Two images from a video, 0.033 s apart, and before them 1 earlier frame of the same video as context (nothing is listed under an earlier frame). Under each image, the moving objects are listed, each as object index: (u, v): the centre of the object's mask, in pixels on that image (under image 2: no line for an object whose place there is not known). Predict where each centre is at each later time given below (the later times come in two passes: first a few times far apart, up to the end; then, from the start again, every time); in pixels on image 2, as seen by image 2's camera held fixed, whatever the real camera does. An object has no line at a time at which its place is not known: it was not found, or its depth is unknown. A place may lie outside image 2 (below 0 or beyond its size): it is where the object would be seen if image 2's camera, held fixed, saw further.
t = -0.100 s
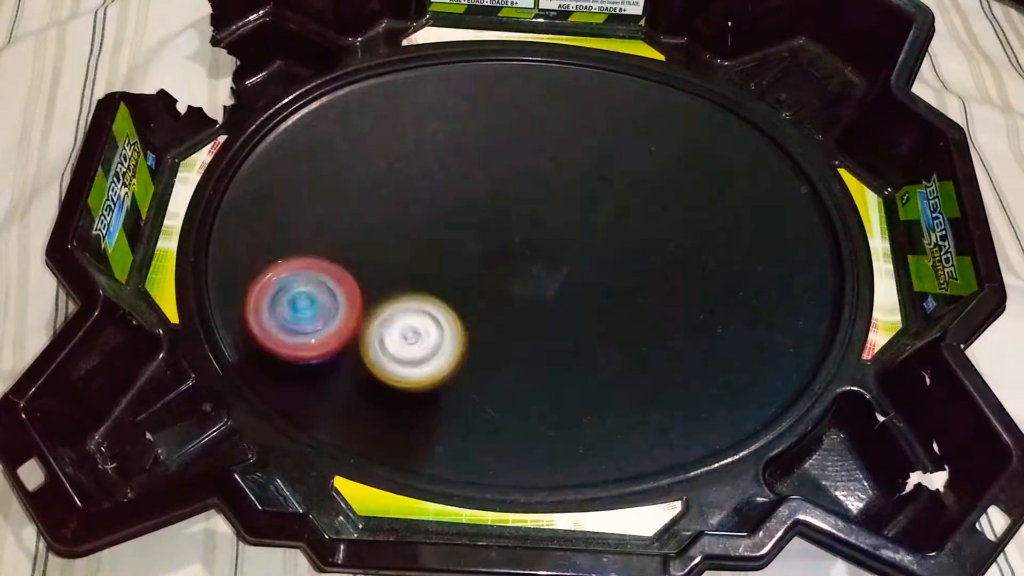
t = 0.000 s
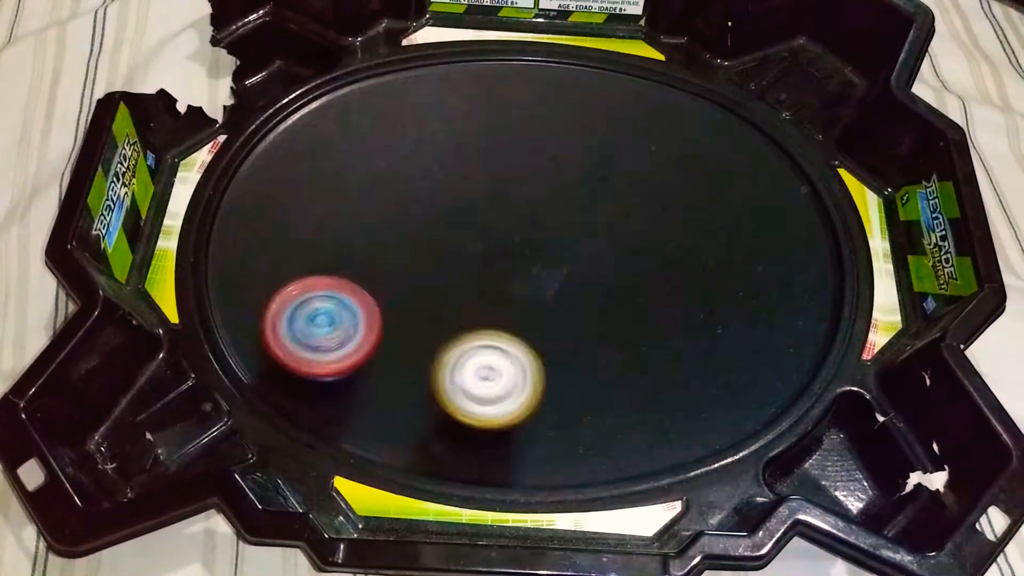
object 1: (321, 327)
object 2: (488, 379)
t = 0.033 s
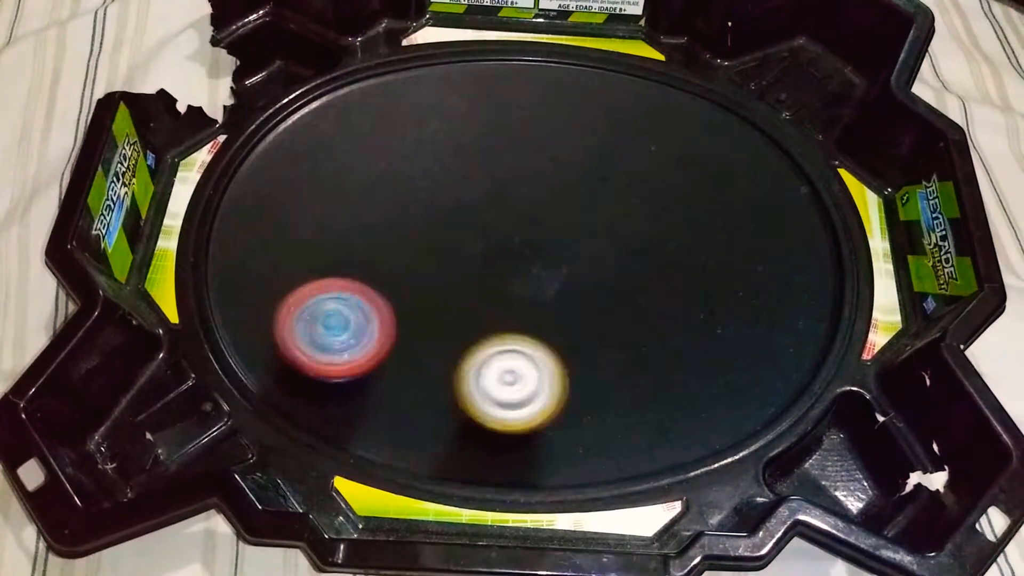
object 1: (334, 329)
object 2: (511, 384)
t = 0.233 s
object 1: (425, 311)
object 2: (620, 352)
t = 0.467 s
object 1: (490, 250)
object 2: (619, 255)
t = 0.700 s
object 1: (444, 189)
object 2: (553, 222)
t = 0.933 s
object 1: (393, 204)
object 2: (503, 217)
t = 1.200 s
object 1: (383, 270)
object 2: (487, 232)
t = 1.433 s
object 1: (417, 320)
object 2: (482, 243)
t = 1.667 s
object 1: (461, 341)
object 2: (490, 240)
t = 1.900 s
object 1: (495, 315)
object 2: (485, 226)
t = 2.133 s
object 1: (497, 317)
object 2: (458, 206)
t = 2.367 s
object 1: (486, 303)
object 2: (423, 207)
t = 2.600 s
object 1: (486, 306)
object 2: (402, 217)
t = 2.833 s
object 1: (494, 300)
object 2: (411, 237)
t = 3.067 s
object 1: (516, 292)
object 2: (434, 236)
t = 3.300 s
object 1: (542, 294)
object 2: (455, 220)
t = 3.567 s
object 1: (555, 299)
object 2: (463, 201)
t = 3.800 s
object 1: (572, 309)
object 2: (446, 199)
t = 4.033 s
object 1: (539, 291)
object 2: (454, 233)
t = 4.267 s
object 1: (515, 313)
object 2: (452, 229)
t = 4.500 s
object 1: (497, 323)
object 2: (453, 230)
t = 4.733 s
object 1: (488, 319)
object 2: (461, 230)
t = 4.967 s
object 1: (472, 321)
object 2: (472, 209)
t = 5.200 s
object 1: (458, 299)
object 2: (476, 203)
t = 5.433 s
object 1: (423, 284)
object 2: (502, 200)
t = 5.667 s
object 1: (411, 272)
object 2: (523, 216)
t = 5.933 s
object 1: (436, 251)
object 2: (553, 260)
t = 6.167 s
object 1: (470, 230)
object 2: (565, 299)
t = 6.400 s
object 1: (494, 221)
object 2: (562, 312)
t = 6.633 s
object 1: (512, 216)
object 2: (528, 312)
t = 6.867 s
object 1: (496, 203)
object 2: (468, 303)
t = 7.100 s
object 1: (481, 212)
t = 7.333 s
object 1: (472, 230)
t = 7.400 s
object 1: (474, 242)
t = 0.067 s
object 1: (348, 331)
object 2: (533, 384)
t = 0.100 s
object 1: (361, 330)
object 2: (554, 383)
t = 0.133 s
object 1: (379, 328)
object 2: (573, 378)
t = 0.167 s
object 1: (394, 325)
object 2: (591, 372)
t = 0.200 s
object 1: (408, 319)
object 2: (606, 363)
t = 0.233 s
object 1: (425, 311)
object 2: (620, 352)
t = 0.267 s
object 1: (438, 304)
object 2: (629, 339)
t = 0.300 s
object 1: (449, 293)
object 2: (636, 326)
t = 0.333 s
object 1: (461, 284)
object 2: (640, 311)
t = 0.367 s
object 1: (471, 275)
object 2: (639, 297)
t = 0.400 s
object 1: (478, 265)
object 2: (636, 282)
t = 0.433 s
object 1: (486, 257)
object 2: (629, 268)
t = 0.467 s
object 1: (490, 250)
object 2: (619, 255)
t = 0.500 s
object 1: (489, 242)
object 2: (607, 242)
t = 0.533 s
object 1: (489, 232)
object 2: (593, 233)
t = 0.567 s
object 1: (478, 220)
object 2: (591, 227)
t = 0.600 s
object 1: (468, 209)
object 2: (585, 224)
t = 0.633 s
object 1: (459, 200)
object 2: (576, 223)
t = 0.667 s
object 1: (451, 193)
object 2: (564, 222)
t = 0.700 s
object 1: (444, 189)
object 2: (553, 222)
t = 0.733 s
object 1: (434, 186)
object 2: (542, 221)
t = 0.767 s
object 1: (426, 185)
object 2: (534, 220)
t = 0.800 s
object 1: (418, 186)
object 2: (527, 219)
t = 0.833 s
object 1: (410, 189)
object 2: (521, 218)
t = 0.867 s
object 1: (402, 192)
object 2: (515, 218)
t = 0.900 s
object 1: (397, 197)
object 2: (509, 217)
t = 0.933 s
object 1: (393, 204)
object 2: (503, 217)
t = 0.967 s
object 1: (390, 211)
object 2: (497, 217)
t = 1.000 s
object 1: (387, 218)
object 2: (495, 220)
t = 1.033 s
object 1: (385, 226)
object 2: (494, 223)
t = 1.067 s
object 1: (383, 236)
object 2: (492, 225)
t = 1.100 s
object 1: (384, 245)
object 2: (488, 227)
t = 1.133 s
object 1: (383, 253)
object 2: (488, 229)
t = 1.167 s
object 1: (383, 262)
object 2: (488, 231)
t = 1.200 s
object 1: (383, 270)
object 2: (487, 232)
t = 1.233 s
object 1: (385, 278)
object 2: (484, 234)
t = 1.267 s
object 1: (390, 285)
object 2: (481, 236)
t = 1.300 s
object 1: (397, 293)
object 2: (478, 237)
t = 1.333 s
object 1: (399, 302)
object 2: (481, 238)
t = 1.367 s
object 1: (403, 309)
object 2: (482, 240)
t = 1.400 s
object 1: (409, 315)
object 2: (483, 241)
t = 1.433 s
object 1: (417, 320)
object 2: (482, 243)
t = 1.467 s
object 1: (426, 323)
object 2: (481, 245)
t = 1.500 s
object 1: (432, 327)
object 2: (482, 246)
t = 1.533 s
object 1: (436, 333)
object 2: (487, 244)
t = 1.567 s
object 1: (440, 338)
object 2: (488, 243)
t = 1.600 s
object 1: (446, 341)
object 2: (489, 241)
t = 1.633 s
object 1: (453, 342)
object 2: (490, 241)
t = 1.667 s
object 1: (461, 341)
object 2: (490, 240)
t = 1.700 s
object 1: (469, 340)
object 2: (490, 239)
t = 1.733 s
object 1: (475, 336)
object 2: (489, 238)
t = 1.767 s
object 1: (481, 332)
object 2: (489, 239)
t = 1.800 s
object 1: (485, 327)
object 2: (487, 237)
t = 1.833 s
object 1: (489, 324)
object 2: (487, 233)
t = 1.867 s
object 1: (492, 319)
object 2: (486, 229)
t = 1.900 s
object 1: (495, 315)
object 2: (485, 226)
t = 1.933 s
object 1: (495, 312)
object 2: (482, 224)
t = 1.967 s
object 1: (495, 316)
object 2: (480, 215)
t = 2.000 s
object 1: (496, 319)
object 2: (476, 211)
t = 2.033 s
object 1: (497, 320)
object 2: (472, 208)
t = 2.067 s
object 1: (497, 320)
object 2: (467, 207)
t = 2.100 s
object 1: (497, 319)
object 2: (462, 206)
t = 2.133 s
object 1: (497, 317)
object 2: (458, 206)
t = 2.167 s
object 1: (497, 315)
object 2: (452, 207)
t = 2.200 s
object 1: (495, 311)
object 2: (447, 209)
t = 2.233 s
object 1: (493, 306)
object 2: (442, 211)
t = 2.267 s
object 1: (490, 301)
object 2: (437, 215)
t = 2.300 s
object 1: (487, 297)
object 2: (434, 220)
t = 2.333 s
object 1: (486, 300)
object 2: (428, 213)
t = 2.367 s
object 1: (486, 303)
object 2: (423, 207)
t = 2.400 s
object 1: (486, 306)
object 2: (419, 204)
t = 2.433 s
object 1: (486, 307)
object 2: (415, 203)
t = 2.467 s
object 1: (486, 308)
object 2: (412, 204)
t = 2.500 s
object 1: (486, 309)
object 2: (408, 207)
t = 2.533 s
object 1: (487, 309)
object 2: (406, 209)
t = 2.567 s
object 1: (486, 308)
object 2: (404, 213)
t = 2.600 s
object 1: (486, 306)
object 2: (402, 217)
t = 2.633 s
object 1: (486, 304)
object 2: (402, 222)
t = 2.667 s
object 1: (485, 301)
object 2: (403, 228)
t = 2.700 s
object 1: (483, 298)
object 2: (405, 233)
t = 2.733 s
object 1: (483, 298)
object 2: (406, 236)
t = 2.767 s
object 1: (487, 300)
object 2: (407, 236)
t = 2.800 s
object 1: (491, 300)
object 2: (408, 236)
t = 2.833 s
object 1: (494, 300)
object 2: (411, 237)
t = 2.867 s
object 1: (498, 299)
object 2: (414, 238)
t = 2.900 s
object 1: (500, 297)
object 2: (418, 240)
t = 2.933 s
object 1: (504, 297)
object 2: (420, 238)
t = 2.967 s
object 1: (508, 297)
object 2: (423, 237)
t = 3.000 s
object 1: (511, 296)
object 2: (427, 237)
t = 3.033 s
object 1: (514, 294)
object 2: (430, 236)
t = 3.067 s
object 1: (516, 292)
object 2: (434, 236)
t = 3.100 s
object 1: (519, 294)
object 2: (437, 232)
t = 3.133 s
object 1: (525, 295)
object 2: (441, 229)
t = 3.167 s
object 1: (529, 296)
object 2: (444, 227)
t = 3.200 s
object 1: (533, 296)
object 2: (447, 225)
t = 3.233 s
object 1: (537, 296)
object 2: (450, 222)
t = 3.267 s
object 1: (540, 295)
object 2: (453, 221)
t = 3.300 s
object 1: (542, 294)
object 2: (455, 220)
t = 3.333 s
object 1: (544, 293)
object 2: (457, 219)
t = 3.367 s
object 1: (544, 291)
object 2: (460, 219)
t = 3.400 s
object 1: (544, 289)
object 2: (463, 219)
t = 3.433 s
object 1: (544, 285)
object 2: (466, 220)
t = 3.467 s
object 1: (542, 283)
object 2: (468, 221)
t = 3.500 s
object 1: (545, 289)
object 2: (466, 214)
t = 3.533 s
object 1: (551, 295)
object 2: (464, 207)
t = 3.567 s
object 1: (555, 299)
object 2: (463, 201)
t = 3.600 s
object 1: (559, 303)
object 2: (460, 198)
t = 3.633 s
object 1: (563, 306)
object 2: (457, 196)
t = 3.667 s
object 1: (567, 308)
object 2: (455, 194)
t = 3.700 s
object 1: (569, 309)
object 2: (452, 193)
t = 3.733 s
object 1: (571, 310)
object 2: (450, 194)
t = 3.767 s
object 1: (572, 310)
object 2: (448, 196)
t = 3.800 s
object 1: (572, 309)
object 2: (446, 199)
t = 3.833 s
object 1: (570, 307)
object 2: (444, 202)
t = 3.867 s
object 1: (568, 305)
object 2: (444, 206)
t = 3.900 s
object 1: (565, 303)
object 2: (445, 211)
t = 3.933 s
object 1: (560, 301)
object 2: (446, 216)
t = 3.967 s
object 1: (554, 297)
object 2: (448, 221)
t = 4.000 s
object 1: (547, 294)
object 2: (451, 227)
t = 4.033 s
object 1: (539, 291)
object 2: (454, 233)
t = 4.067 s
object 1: (533, 293)
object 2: (455, 233)
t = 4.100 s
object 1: (530, 297)
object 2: (454, 231)
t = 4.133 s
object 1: (527, 301)
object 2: (454, 229)
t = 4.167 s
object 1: (524, 305)
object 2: (453, 228)
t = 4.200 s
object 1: (521, 308)
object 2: (453, 228)
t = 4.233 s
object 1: (518, 311)
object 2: (452, 228)
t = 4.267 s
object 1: (515, 313)
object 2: (452, 229)
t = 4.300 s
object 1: (511, 314)
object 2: (451, 230)
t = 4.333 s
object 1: (508, 314)
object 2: (451, 232)
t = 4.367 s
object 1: (506, 314)
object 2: (451, 234)
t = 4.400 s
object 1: (502, 316)
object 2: (452, 234)
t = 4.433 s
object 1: (500, 319)
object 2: (452, 231)
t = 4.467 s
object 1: (499, 322)
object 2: (453, 230)
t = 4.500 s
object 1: (497, 323)
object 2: (453, 230)
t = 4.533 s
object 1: (496, 324)
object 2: (454, 230)
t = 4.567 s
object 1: (495, 324)
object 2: (455, 231)
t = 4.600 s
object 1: (494, 323)
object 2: (456, 232)
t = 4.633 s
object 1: (492, 322)
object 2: (457, 233)
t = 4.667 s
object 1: (491, 319)
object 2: (458, 234)
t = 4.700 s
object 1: (489, 320)
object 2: (460, 231)
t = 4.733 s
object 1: (488, 319)
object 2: (461, 230)
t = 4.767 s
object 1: (486, 318)
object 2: (463, 229)
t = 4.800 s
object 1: (484, 317)
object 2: (464, 228)
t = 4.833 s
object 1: (482, 316)
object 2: (465, 227)
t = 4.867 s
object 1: (479, 318)
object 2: (468, 221)
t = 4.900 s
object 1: (476, 320)
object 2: (470, 216)
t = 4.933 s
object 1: (473, 321)
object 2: (471, 212)
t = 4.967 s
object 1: (472, 321)
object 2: (472, 209)
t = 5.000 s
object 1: (470, 320)
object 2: (473, 206)
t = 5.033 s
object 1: (468, 319)
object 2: (474, 204)
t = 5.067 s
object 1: (468, 316)
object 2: (474, 202)
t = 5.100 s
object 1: (464, 313)
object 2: (475, 201)
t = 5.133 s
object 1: (462, 310)
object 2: (475, 201)
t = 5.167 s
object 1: (460, 305)
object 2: (476, 202)
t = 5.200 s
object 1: (458, 299)
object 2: (476, 203)
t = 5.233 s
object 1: (455, 294)
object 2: (477, 204)
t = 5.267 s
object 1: (451, 289)
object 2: (479, 205)
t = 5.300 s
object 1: (443, 287)
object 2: (485, 202)
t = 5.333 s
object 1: (437, 287)
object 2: (490, 200)
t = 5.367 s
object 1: (432, 286)
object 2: (494, 200)
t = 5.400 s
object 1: (427, 285)
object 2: (498, 200)
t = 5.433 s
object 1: (423, 284)
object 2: (502, 200)
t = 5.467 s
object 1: (419, 282)
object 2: (505, 201)
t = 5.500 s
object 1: (416, 280)
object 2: (508, 202)
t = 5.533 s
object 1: (412, 279)
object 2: (511, 204)
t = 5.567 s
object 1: (412, 277)
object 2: (514, 206)
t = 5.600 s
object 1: (411, 275)
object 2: (516, 209)
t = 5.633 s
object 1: (410, 274)
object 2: (520, 212)
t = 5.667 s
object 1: (411, 272)
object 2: (523, 216)
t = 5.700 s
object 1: (412, 270)
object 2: (527, 221)
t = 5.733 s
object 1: (414, 268)
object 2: (533, 225)
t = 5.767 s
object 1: (416, 265)
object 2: (538, 230)
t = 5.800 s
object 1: (419, 263)
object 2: (543, 235)
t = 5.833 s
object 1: (423, 260)
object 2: (547, 240)
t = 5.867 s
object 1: (428, 257)
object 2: (550, 246)
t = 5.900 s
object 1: (431, 254)
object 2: (552, 253)
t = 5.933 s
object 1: (436, 251)
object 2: (553, 260)
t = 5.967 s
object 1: (440, 247)
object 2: (554, 268)
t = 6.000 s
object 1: (445, 244)
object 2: (556, 274)
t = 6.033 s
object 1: (450, 241)
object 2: (558, 279)
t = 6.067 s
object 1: (455, 238)
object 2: (560, 285)
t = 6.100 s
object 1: (460, 234)
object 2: (561, 290)
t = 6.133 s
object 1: (465, 232)
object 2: (563, 294)
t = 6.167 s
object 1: (470, 230)
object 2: (565, 299)
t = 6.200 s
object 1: (474, 228)
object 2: (566, 302)
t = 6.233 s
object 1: (478, 227)
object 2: (566, 305)
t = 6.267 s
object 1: (481, 226)
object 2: (566, 308)
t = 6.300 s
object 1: (485, 224)
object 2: (566, 310)
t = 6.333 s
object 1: (487, 223)
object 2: (565, 311)
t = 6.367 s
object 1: (491, 222)
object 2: (564, 312)
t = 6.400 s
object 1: (494, 221)
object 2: (562, 312)
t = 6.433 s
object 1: (498, 221)
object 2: (560, 312)
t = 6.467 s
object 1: (501, 220)
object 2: (557, 312)
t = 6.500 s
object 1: (504, 220)
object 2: (553, 311)
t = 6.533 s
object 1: (506, 220)
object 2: (548, 310)
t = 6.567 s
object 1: (509, 221)
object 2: (543, 309)
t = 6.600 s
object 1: (511, 219)
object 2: (536, 310)
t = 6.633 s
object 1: (512, 216)
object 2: (528, 312)
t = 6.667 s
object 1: (512, 211)
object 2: (519, 311)
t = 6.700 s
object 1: (510, 208)
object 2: (510, 311)
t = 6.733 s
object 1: (507, 205)
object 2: (501, 310)
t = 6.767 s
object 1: (504, 205)
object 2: (492, 309)
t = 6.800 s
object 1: (502, 204)
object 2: (483, 307)
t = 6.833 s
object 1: (500, 203)
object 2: (476, 305)
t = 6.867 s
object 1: (496, 203)
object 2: (468, 303)
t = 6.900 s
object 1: (492, 205)
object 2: (460, 301)
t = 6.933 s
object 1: (489, 207)
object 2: (452, 298)
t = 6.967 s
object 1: (486, 208)
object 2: (444, 294)
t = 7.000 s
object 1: (481, 212)
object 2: (434, 291)
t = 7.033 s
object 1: (482, 212)
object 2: (420, 291)
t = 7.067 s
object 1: (482, 212)
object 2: (409, 289)
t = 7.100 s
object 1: (481, 212)
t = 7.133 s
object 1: (478, 213)
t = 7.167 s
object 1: (477, 215)
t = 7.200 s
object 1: (477, 217)
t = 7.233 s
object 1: (474, 219)
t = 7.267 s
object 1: (472, 222)
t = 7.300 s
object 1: (472, 226)
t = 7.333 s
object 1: (472, 230)
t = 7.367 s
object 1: (473, 237)
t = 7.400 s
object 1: (474, 242)
